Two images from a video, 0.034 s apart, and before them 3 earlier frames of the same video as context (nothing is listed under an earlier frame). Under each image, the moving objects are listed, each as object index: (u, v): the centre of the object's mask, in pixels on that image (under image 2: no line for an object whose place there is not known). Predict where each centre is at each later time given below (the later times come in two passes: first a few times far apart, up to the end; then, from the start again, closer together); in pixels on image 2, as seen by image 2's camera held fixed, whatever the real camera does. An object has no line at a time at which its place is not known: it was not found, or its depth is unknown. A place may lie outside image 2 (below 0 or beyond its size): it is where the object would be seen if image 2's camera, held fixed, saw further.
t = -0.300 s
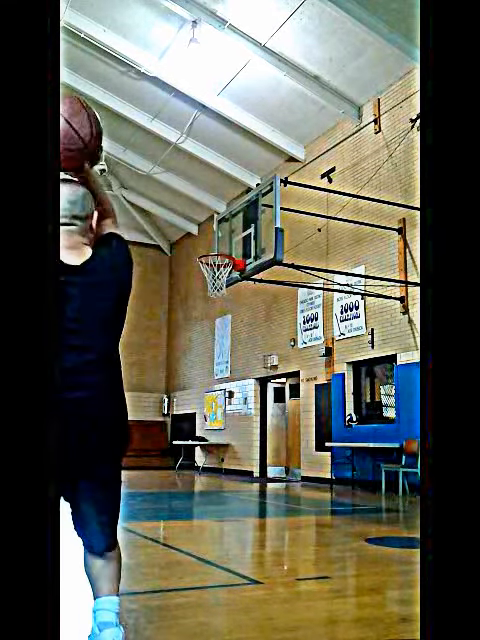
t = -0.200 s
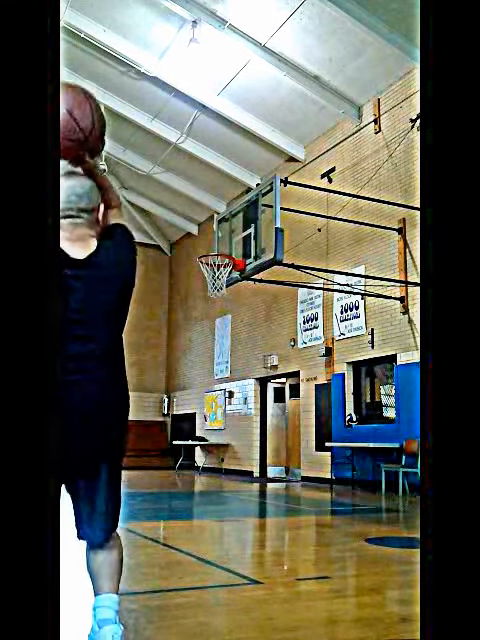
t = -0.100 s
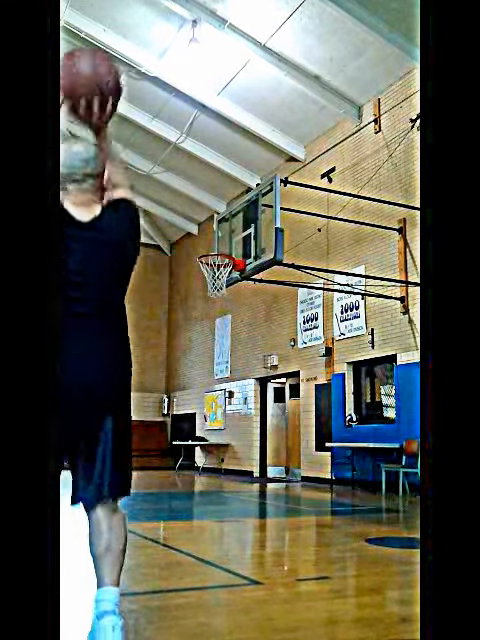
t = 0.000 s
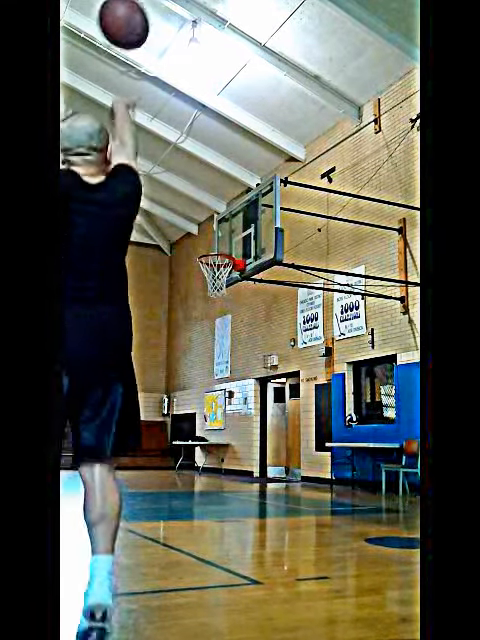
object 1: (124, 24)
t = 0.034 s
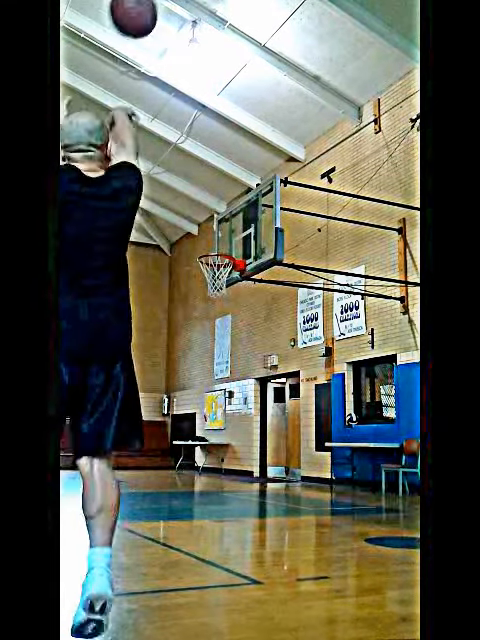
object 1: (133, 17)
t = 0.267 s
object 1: (173, 10)
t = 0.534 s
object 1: (196, 60)
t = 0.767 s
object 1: (206, 137)
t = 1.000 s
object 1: (214, 230)
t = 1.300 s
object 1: (220, 322)
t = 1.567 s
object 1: (225, 423)
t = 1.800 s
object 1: (229, 445)
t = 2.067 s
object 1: (228, 368)
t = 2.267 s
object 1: (229, 344)
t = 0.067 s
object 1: (142, 13)
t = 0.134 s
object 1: (155, 9)
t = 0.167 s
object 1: (161, 8)
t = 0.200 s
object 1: (165, 8)
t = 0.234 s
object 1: (170, 9)
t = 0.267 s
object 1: (173, 10)
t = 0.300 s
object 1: (177, 12)
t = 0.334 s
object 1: (181, 14)
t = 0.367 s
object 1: (184, 20)
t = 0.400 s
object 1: (187, 27)
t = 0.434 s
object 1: (189, 34)
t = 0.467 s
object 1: (192, 41)
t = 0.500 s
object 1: (194, 49)
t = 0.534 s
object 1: (196, 60)
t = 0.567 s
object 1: (198, 71)
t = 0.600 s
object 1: (200, 82)
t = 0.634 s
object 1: (201, 91)
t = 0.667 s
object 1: (202, 102)
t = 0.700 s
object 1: (203, 113)
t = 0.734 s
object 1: (204, 125)
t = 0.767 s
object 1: (206, 137)
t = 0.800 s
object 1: (207, 149)
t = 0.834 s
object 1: (208, 162)
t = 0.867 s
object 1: (209, 175)
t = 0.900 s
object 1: (210, 187)
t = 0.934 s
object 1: (211, 201)
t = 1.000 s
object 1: (214, 230)
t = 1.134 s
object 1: (215, 283)
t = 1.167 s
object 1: (216, 288)
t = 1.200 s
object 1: (217, 295)
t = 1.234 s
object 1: (218, 304)
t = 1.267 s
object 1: (219, 313)
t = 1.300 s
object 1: (220, 322)
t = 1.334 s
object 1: (220, 332)
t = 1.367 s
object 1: (221, 343)
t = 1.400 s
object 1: (222, 355)
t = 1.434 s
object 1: (223, 367)
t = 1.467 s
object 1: (223, 379)
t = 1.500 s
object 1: (224, 394)
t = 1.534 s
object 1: (224, 408)
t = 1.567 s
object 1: (225, 423)
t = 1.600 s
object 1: (226, 440)
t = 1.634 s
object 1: (227, 455)
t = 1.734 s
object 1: (228, 473)
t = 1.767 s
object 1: (228, 455)
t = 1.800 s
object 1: (229, 445)
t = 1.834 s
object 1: (228, 432)
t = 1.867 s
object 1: (228, 420)
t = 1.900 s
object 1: (228, 410)
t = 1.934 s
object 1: (229, 399)
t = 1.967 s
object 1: (228, 391)
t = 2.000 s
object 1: (229, 382)
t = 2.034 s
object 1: (229, 374)
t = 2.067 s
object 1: (228, 368)
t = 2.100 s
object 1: (229, 362)
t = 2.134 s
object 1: (229, 357)
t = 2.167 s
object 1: (229, 353)
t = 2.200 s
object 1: (229, 349)
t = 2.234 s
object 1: (229, 346)
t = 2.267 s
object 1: (229, 344)
